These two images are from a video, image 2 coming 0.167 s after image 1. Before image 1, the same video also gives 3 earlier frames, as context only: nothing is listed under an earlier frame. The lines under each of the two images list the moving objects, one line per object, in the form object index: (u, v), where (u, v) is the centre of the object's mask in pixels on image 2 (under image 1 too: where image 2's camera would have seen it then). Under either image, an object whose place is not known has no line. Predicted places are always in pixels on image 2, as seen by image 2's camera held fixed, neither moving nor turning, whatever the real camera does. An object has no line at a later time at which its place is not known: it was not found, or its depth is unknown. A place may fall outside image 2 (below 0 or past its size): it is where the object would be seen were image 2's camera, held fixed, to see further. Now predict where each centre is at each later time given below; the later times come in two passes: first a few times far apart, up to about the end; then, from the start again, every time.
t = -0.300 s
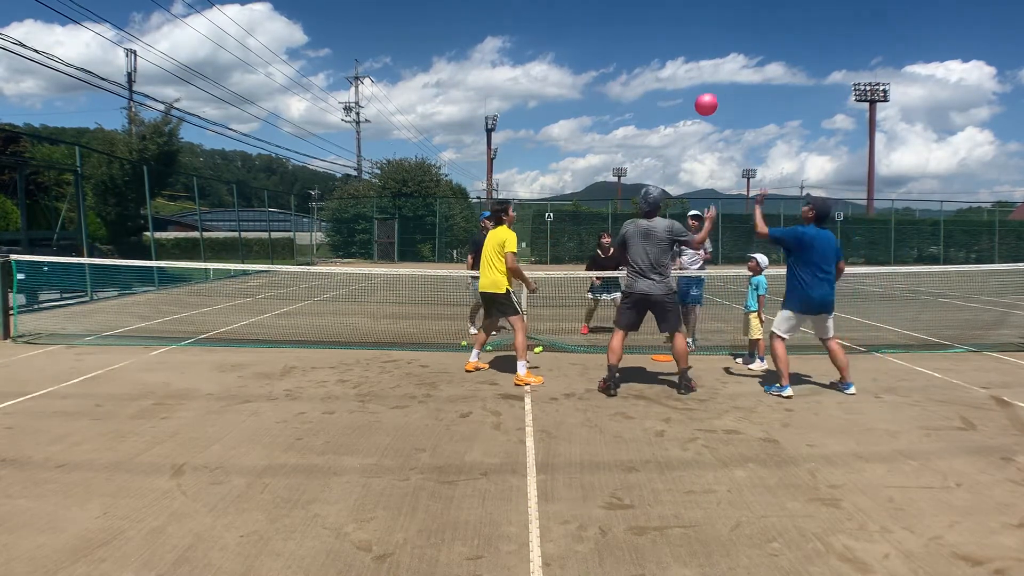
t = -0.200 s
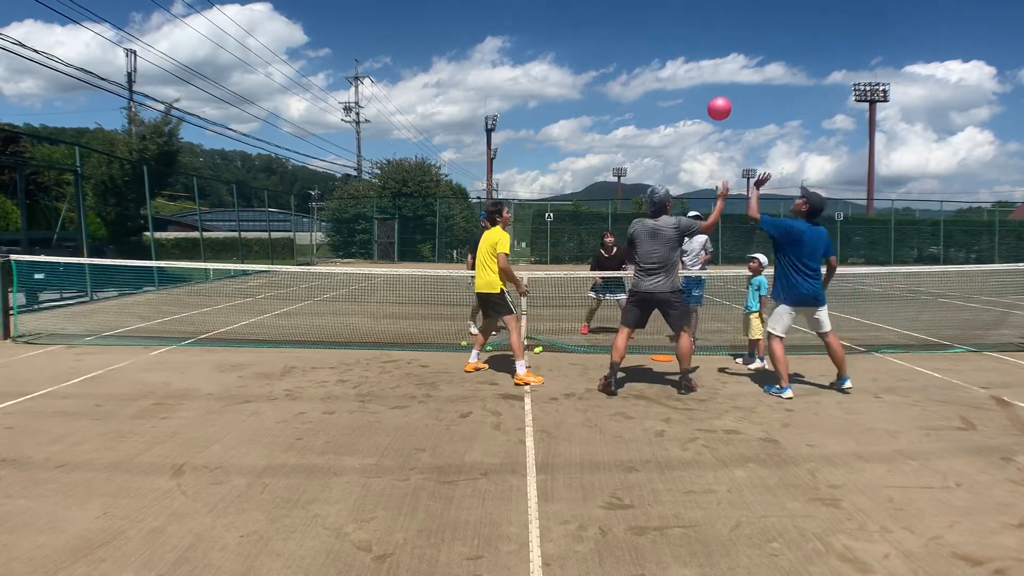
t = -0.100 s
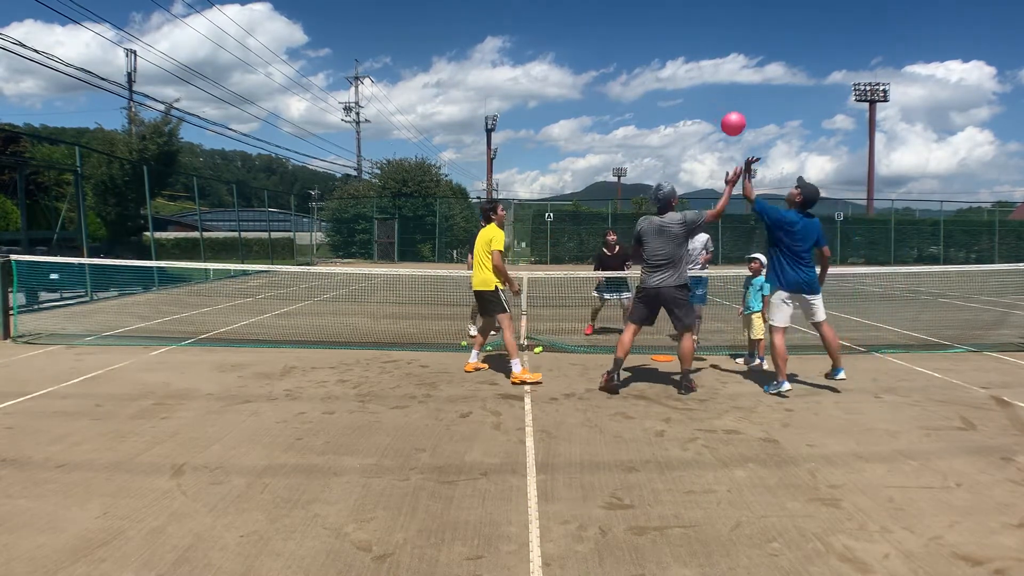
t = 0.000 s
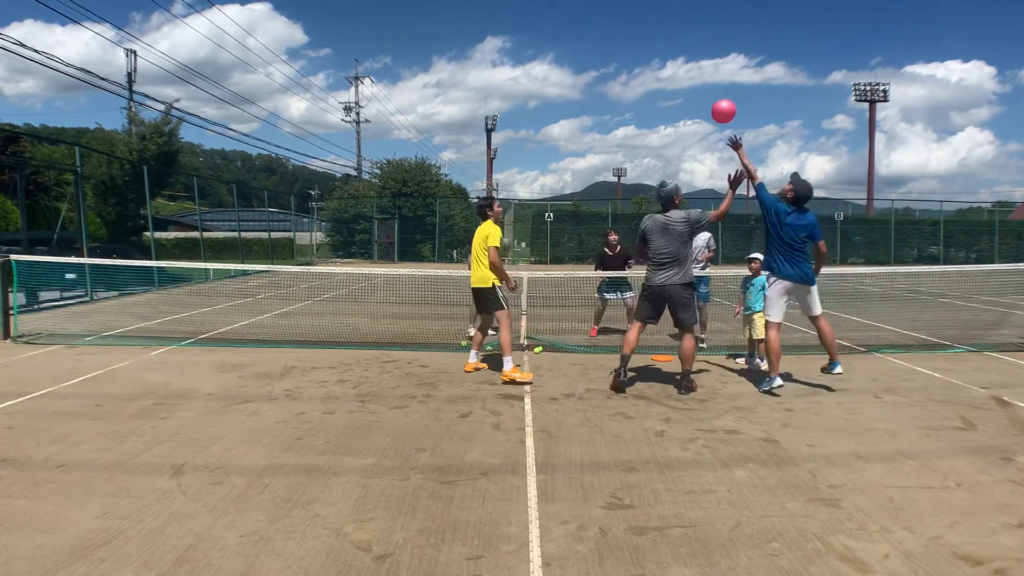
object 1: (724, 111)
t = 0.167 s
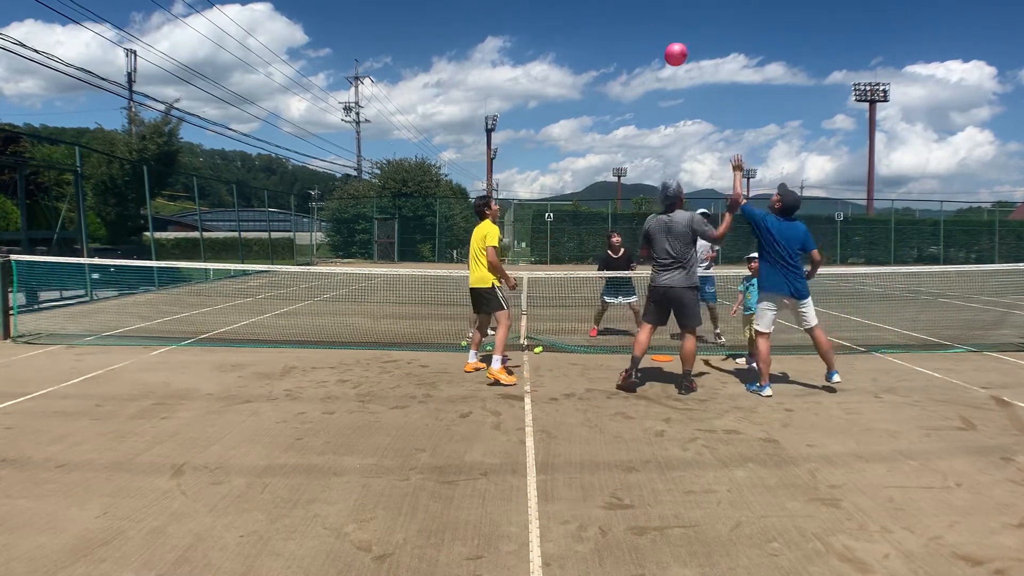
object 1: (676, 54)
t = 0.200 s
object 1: (667, 47)
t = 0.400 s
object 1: (622, 33)
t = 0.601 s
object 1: (583, 55)
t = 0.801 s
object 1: (548, 110)
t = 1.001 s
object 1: (521, 188)
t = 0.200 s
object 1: (667, 47)
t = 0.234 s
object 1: (659, 42)
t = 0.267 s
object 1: (651, 38)
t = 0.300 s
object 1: (644, 35)
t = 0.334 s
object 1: (636, 33)
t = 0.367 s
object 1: (629, 32)
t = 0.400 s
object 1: (622, 33)
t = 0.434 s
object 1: (616, 34)
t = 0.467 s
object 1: (608, 36)
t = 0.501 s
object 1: (602, 39)
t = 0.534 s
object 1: (596, 44)
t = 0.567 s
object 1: (590, 49)
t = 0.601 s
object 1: (583, 55)
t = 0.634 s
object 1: (577, 62)
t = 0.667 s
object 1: (571, 70)
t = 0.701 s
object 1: (565, 79)
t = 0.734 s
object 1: (559, 88)
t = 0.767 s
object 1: (554, 98)
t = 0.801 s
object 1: (548, 110)
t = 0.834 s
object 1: (543, 121)
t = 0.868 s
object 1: (539, 133)
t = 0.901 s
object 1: (534, 146)
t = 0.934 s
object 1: (529, 160)
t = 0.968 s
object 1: (525, 174)
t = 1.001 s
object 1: (521, 188)
